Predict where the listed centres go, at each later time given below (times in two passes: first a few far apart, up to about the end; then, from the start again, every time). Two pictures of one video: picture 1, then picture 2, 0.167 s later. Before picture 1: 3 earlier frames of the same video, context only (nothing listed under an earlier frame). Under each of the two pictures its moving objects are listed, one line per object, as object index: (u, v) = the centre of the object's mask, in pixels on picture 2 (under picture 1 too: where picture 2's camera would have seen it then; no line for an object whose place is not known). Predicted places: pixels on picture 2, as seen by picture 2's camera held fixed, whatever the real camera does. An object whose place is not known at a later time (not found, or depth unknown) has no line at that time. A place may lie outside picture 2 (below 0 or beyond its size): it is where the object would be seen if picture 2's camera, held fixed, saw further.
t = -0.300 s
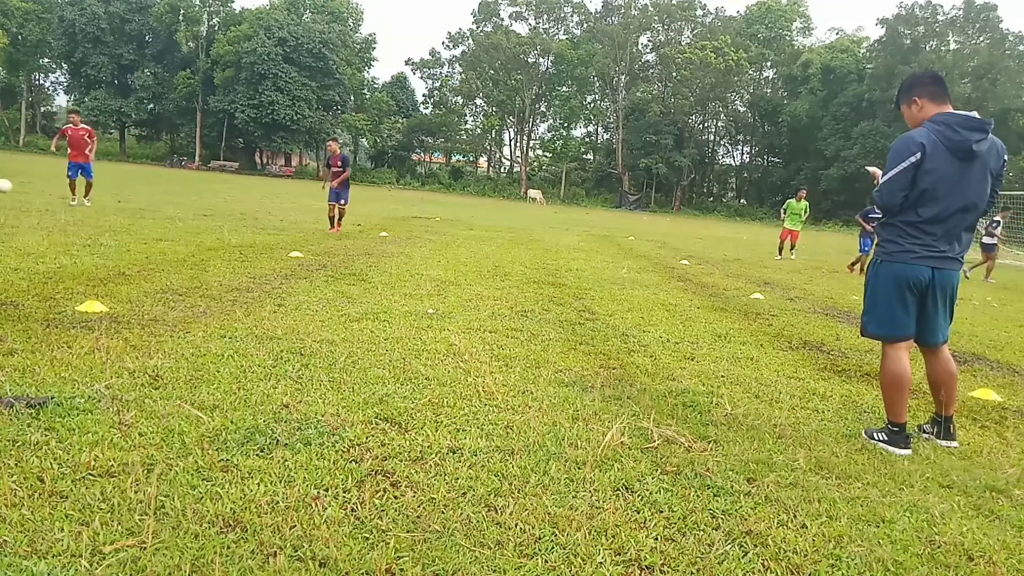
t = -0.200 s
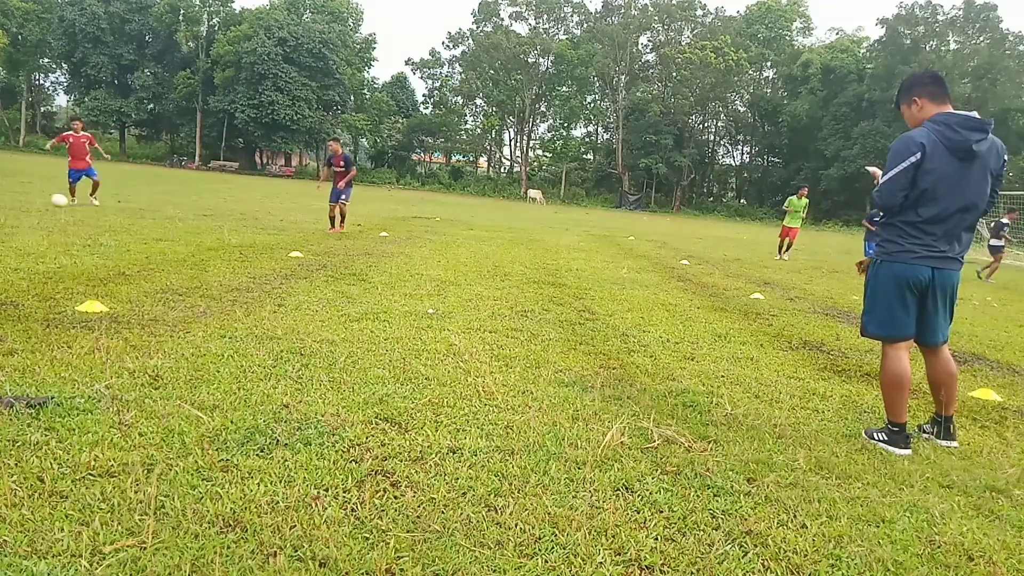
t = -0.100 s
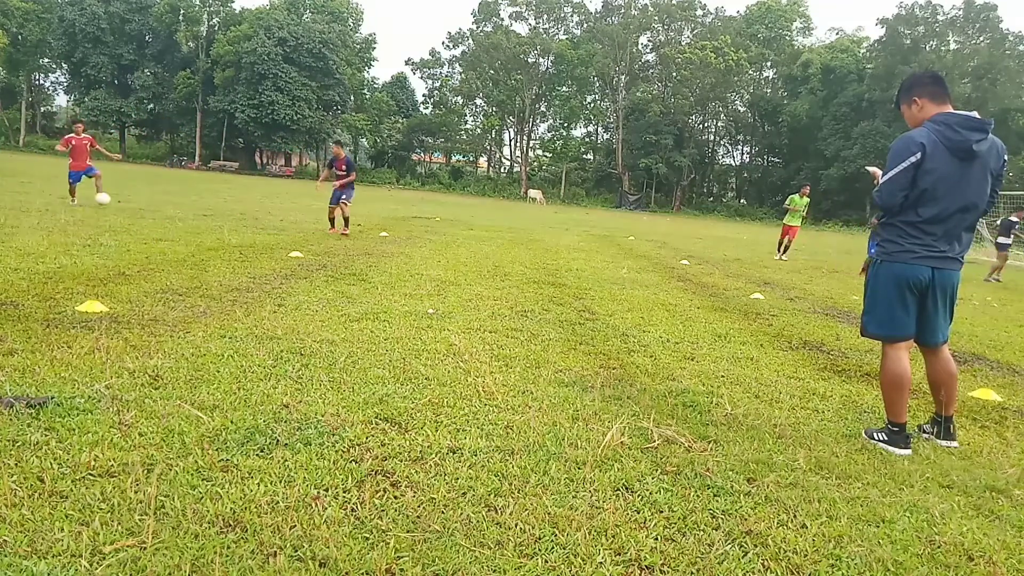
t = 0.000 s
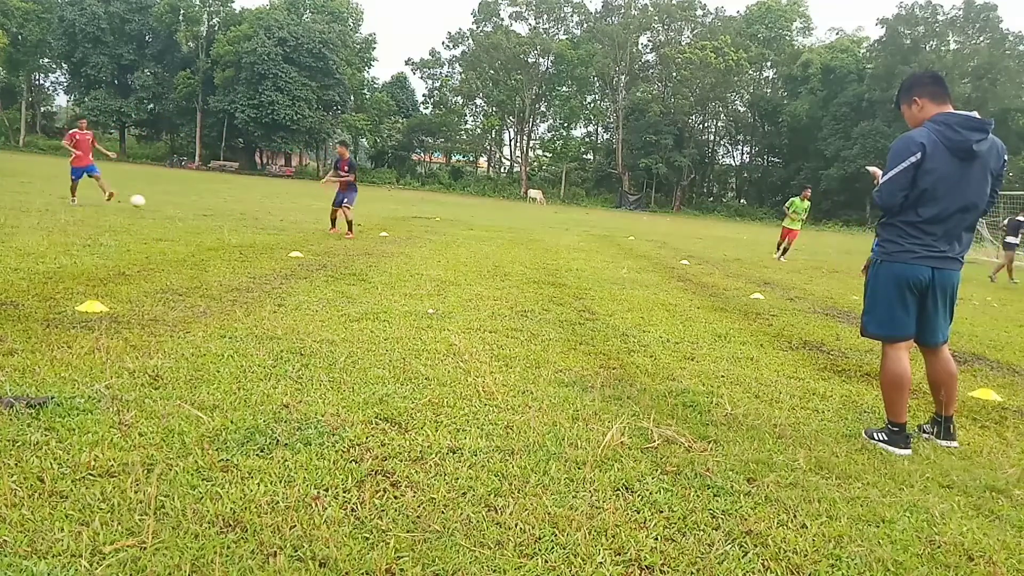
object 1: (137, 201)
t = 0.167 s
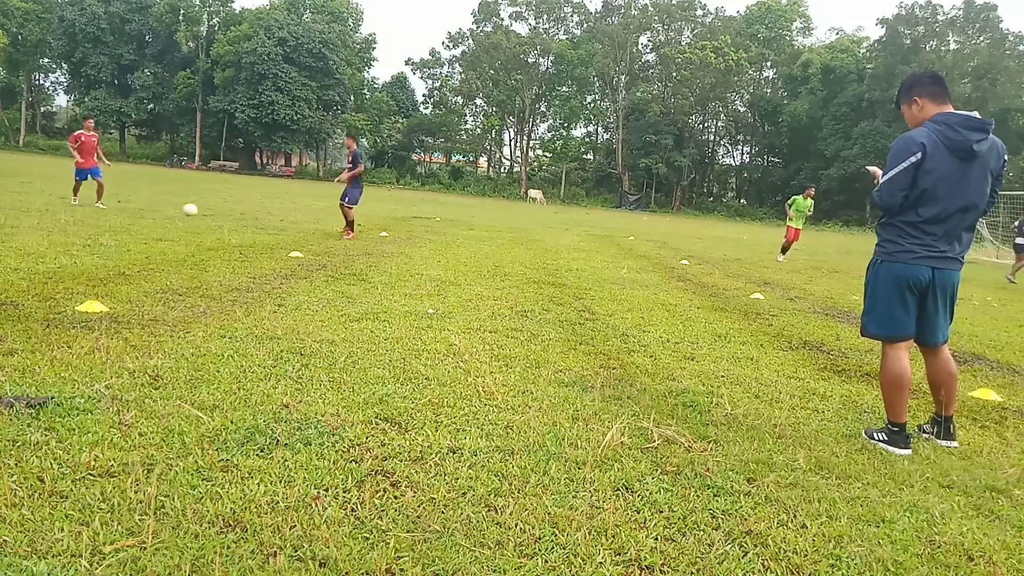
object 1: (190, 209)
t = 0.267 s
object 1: (215, 211)
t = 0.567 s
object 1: (278, 217)
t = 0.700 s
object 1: (303, 220)
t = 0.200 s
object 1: (198, 209)
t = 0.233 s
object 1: (207, 210)
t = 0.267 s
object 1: (215, 211)
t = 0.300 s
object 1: (223, 212)
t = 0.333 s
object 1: (231, 214)
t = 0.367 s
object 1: (238, 214)
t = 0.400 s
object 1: (245, 214)
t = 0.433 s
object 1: (252, 215)
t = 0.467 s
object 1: (258, 216)
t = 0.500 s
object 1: (265, 216)
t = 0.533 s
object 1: (271, 217)
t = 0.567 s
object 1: (278, 217)
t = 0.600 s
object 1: (284, 218)
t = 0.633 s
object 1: (291, 219)
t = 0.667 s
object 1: (297, 220)
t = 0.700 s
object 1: (303, 220)
